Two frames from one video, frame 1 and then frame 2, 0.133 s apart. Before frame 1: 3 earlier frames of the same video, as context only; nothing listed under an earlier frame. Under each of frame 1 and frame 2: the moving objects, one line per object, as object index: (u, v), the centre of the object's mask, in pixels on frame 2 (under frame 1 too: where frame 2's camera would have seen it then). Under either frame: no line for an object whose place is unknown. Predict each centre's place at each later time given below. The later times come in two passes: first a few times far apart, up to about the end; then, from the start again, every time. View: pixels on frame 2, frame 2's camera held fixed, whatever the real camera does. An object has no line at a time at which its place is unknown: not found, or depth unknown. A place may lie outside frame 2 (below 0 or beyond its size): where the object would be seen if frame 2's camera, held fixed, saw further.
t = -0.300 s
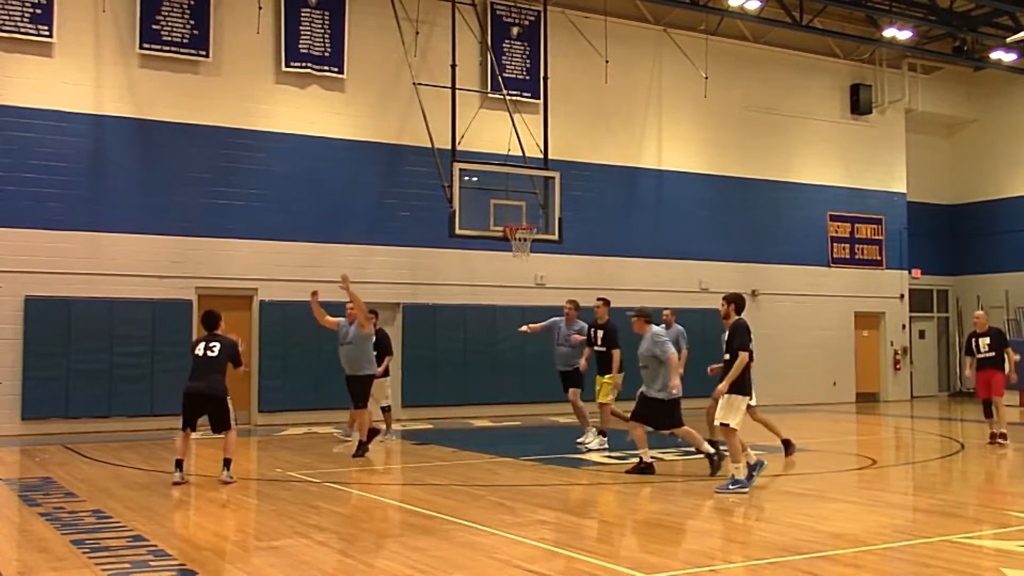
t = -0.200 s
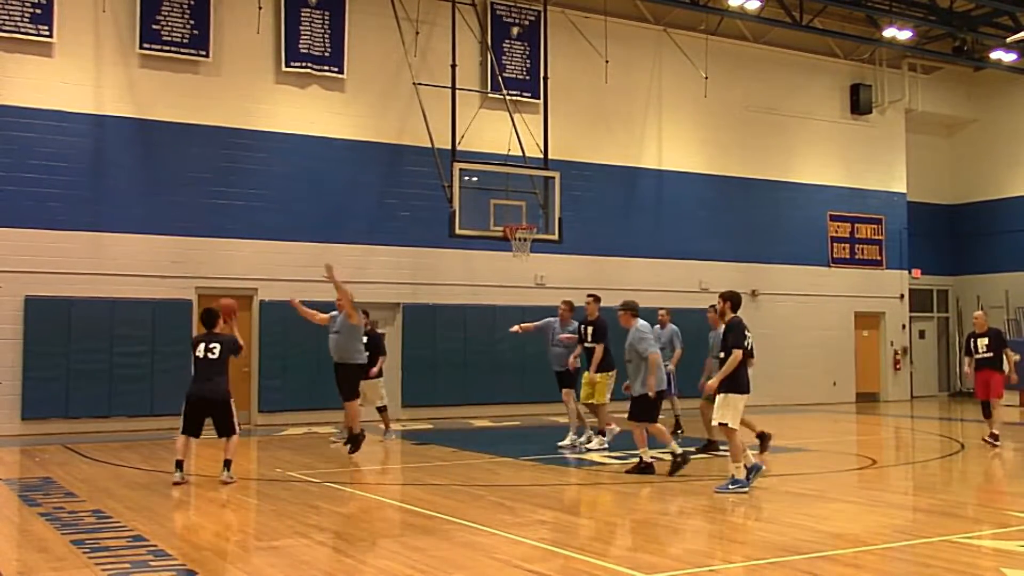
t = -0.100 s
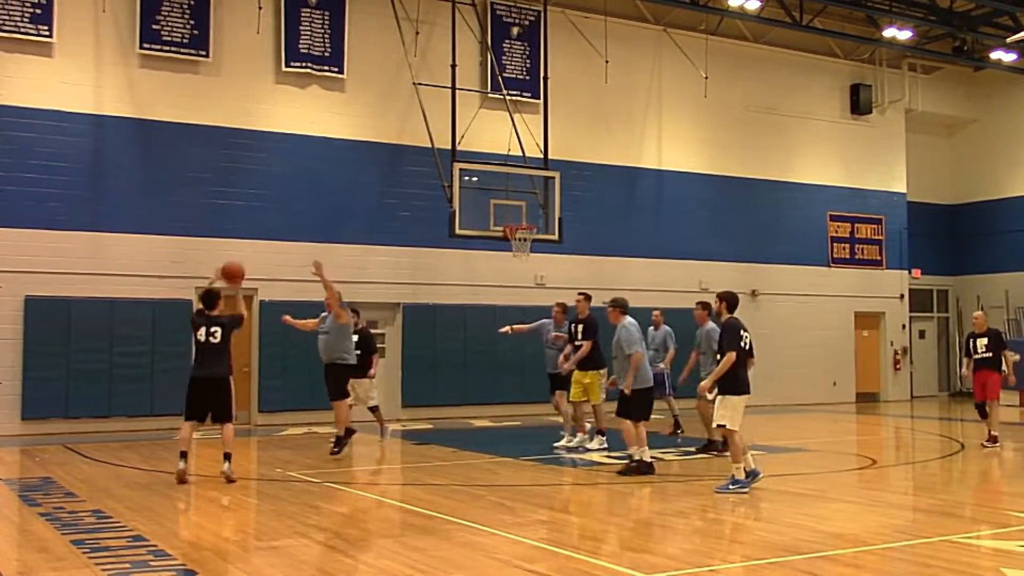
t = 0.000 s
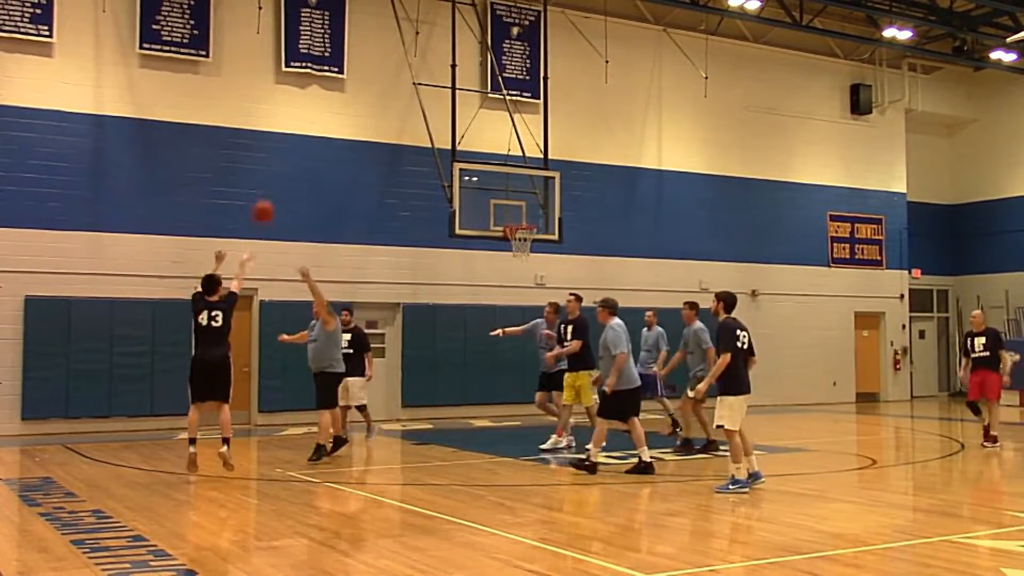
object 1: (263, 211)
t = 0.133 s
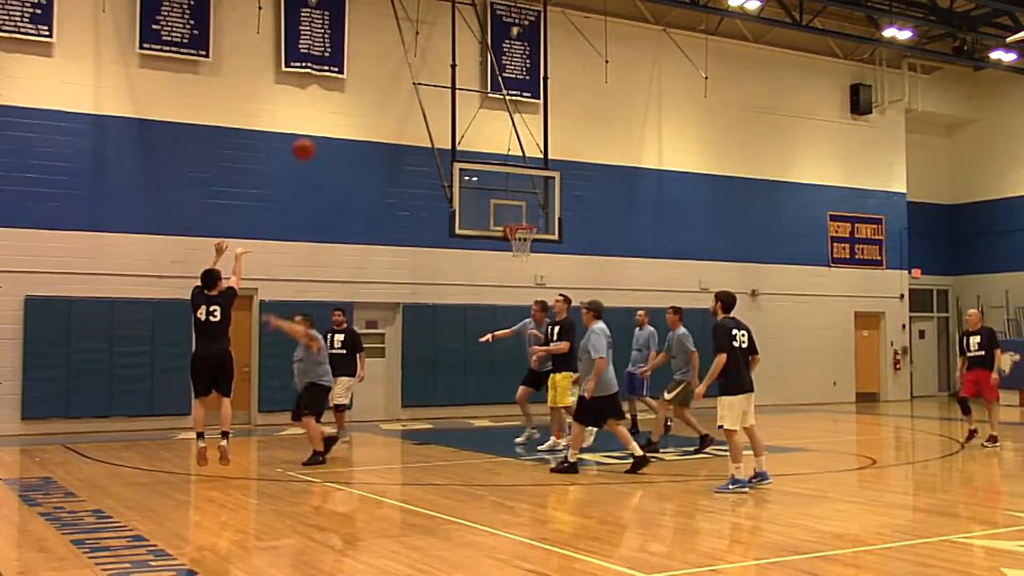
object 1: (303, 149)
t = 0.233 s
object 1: (331, 116)
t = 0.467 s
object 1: (388, 79)
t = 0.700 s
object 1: (435, 86)
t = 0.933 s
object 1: (476, 130)
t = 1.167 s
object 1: (512, 203)
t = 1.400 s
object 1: (529, 243)
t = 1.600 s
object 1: (533, 264)
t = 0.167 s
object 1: (313, 138)
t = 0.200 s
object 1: (322, 126)
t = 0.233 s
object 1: (331, 116)
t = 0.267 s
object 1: (340, 108)
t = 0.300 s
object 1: (348, 100)
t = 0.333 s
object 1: (356, 94)
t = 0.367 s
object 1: (365, 89)
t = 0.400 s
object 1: (372, 84)
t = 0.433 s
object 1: (380, 81)
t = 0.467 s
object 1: (388, 79)
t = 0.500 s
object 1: (395, 77)
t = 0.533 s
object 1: (402, 77)
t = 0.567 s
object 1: (409, 77)
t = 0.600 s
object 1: (416, 78)
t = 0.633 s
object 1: (422, 80)
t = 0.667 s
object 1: (429, 83)
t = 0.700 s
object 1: (435, 86)
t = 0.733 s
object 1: (442, 90)
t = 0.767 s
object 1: (448, 95)
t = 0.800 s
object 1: (454, 101)
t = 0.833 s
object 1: (459, 107)
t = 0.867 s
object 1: (466, 114)
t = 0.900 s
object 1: (471, 121)
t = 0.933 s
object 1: (476, 130)
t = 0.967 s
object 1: (482, 138)
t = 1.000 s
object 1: (487, 147)
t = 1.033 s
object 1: (493, 157)
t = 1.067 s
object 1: (497, 168)
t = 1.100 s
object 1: (503, 179)
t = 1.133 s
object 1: (507, 191)
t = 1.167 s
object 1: (512, 203)
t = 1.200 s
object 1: (517, 216)
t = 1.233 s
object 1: (520, 229)
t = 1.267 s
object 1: (525, 239)
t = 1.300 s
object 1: (528, 243)
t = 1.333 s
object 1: (529, 242)
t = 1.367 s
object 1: (529, 243)
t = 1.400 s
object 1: (529, 243)
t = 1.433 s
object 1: (530, 244)
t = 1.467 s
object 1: (530, 246)
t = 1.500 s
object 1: (531, 250)
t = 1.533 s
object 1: (532, 253)
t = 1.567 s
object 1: (532, 258)
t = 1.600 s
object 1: (533, 264)
